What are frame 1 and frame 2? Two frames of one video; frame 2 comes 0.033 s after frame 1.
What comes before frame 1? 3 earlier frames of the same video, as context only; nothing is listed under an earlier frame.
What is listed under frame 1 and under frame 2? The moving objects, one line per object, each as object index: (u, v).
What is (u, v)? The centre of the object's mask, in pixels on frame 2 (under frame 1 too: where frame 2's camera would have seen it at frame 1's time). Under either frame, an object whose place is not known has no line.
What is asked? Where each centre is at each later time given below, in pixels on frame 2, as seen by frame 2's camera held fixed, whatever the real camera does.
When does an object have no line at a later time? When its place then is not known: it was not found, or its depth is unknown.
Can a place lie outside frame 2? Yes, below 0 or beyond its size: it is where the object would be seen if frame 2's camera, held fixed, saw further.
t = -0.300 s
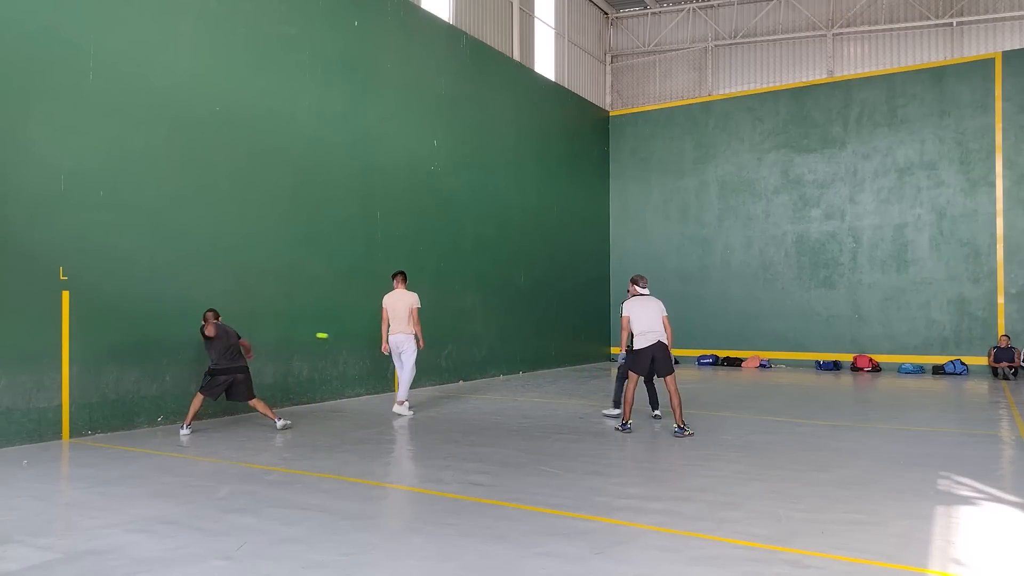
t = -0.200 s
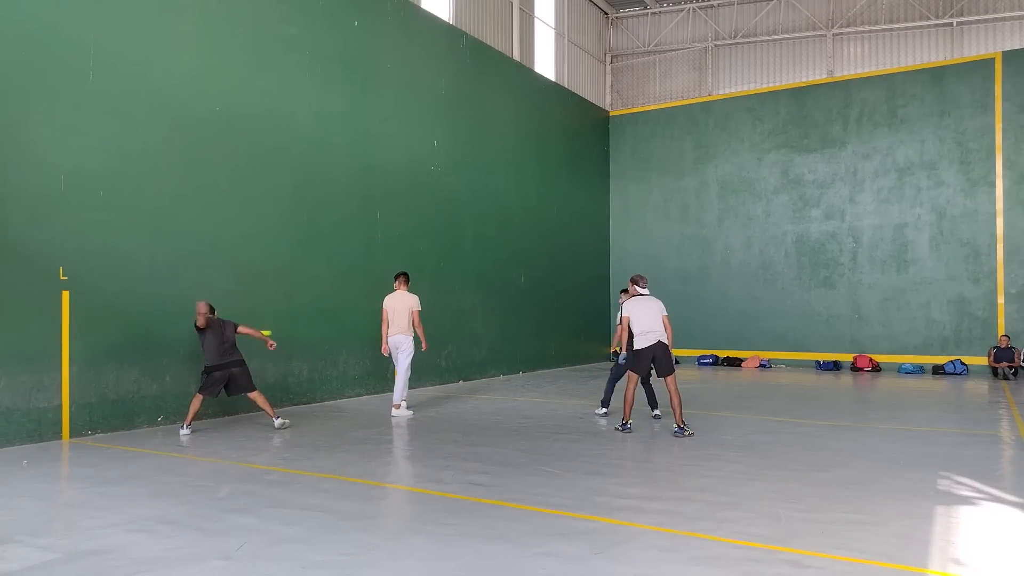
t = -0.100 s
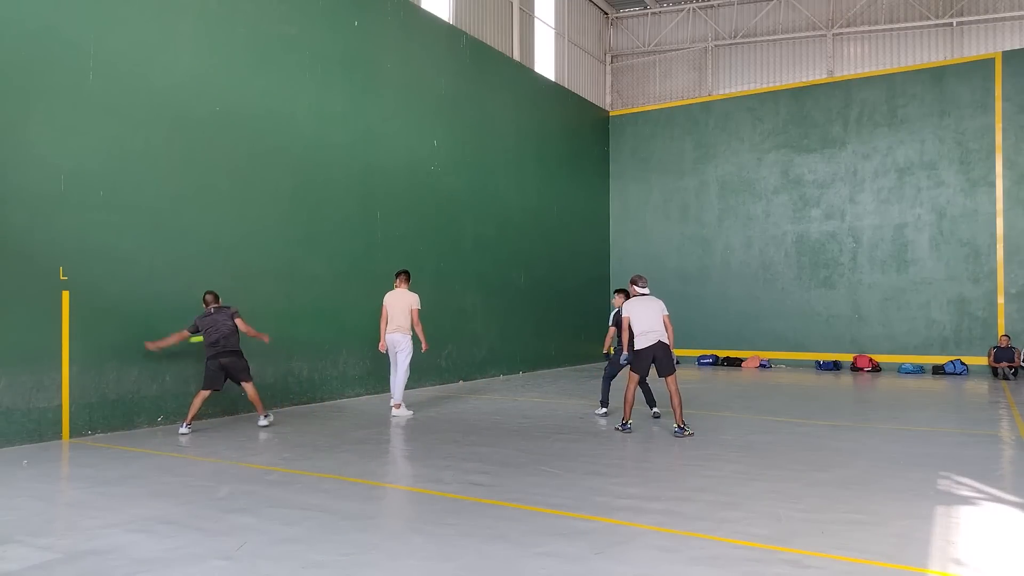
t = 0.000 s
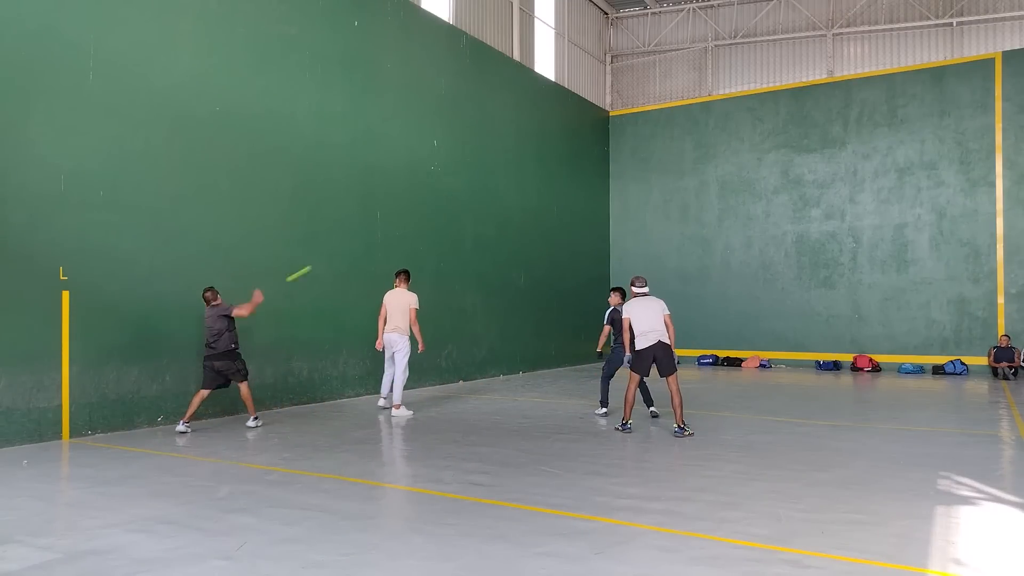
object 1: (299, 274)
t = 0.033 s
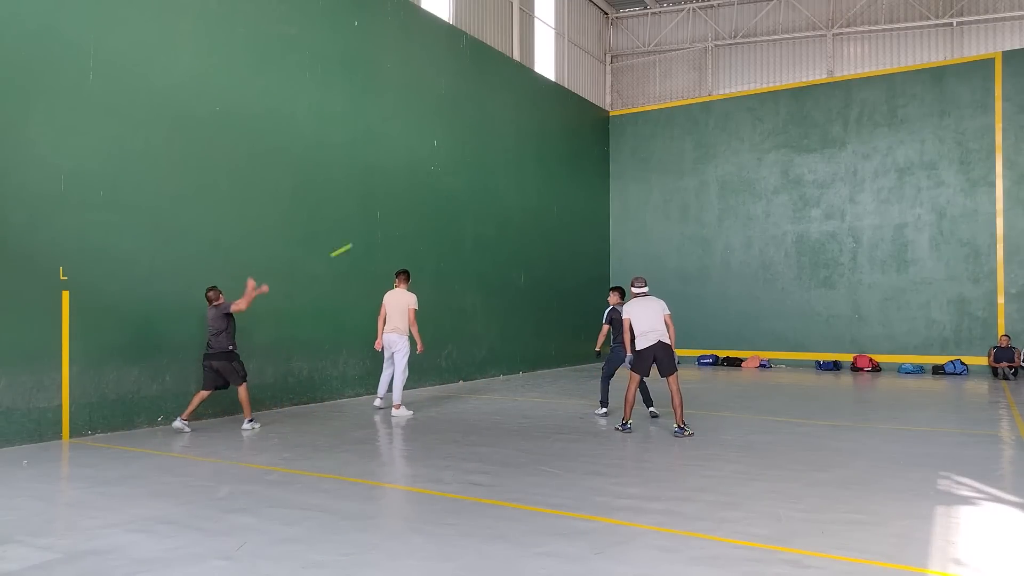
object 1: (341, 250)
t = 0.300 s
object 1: (545, 152)
